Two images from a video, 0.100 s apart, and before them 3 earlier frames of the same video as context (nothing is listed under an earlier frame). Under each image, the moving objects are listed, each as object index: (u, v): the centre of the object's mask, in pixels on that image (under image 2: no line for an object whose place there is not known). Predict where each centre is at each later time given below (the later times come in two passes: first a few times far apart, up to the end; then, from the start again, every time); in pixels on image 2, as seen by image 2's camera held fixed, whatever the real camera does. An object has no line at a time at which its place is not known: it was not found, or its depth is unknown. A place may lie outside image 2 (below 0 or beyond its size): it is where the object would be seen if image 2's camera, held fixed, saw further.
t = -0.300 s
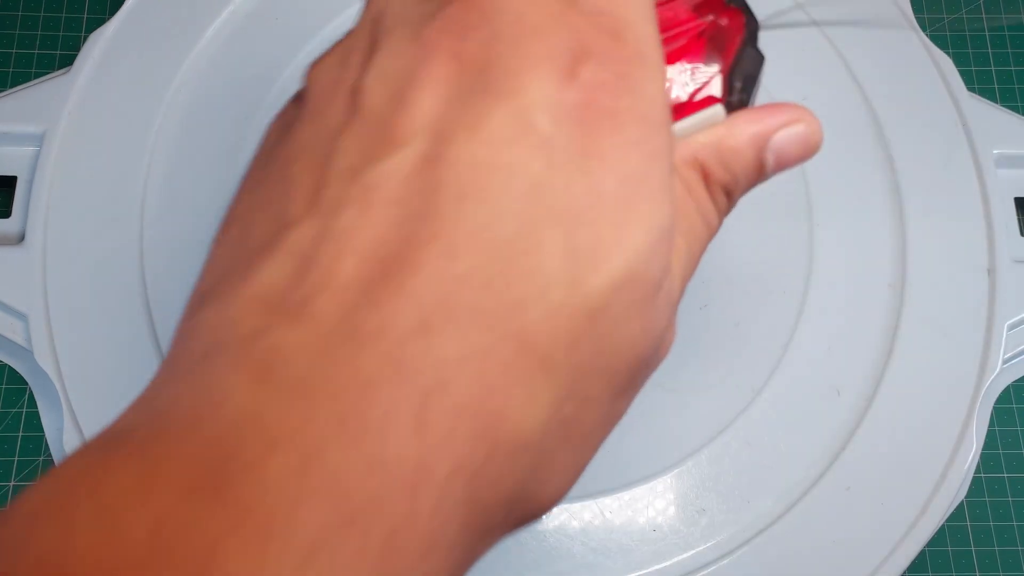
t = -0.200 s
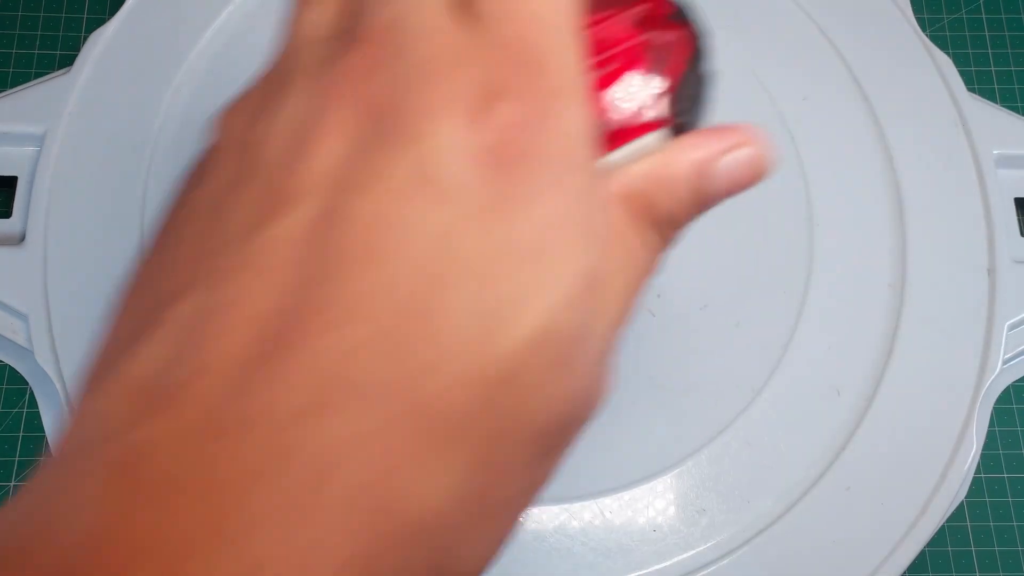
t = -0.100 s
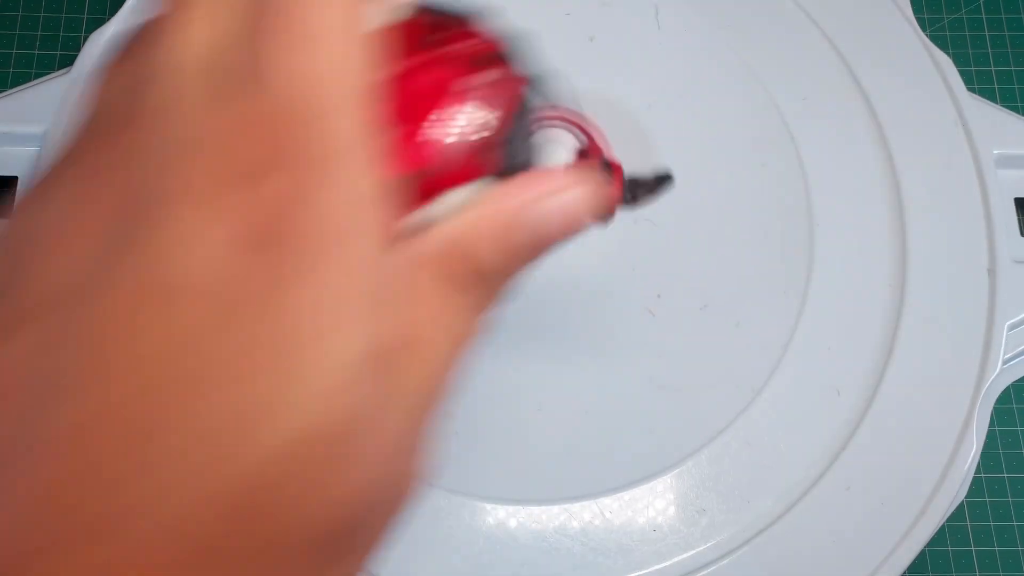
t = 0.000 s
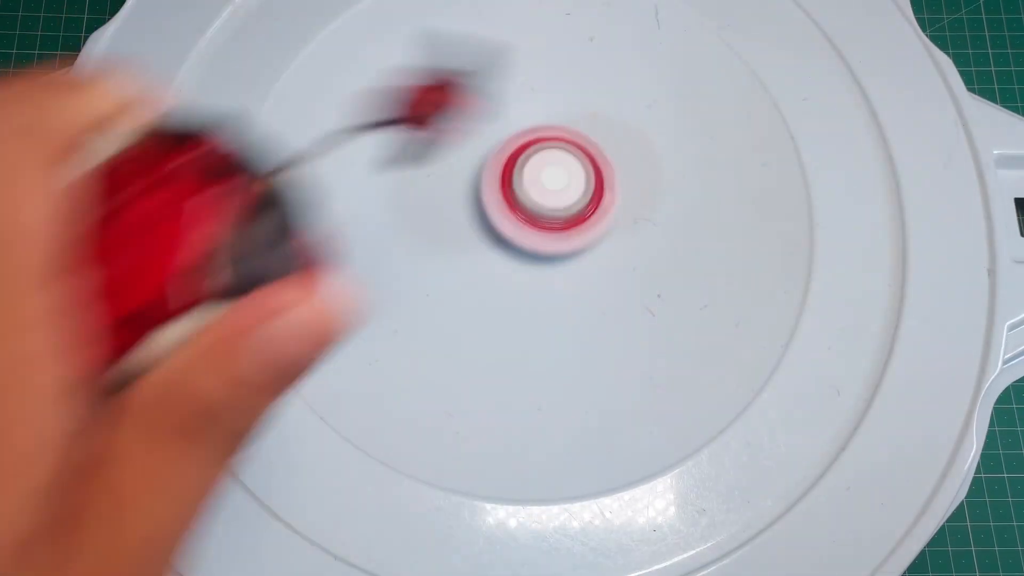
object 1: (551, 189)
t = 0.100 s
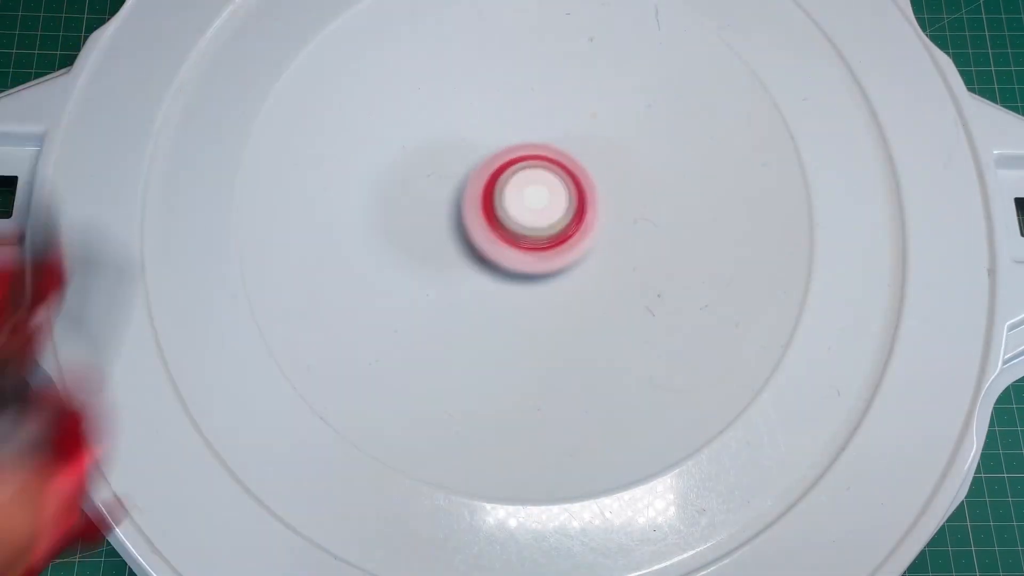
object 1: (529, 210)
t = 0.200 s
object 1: (493, 213)
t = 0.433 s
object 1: (485, 256)
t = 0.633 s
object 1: (571, 200)
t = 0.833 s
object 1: (516, 115)
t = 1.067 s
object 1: (459, 200)
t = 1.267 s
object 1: (557, 233)
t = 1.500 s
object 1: (564, 143)
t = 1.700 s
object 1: (482, 165)
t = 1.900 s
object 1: (491, 236)
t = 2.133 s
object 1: (593, 173)
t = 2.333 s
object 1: (533, 119)
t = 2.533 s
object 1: (457, 199)
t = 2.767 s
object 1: (570, 256)
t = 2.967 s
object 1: (598, 165)
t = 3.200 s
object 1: (485, 132)
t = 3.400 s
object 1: (486, 250)
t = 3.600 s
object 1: (598, 241)
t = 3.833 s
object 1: (558, 134)
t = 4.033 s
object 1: (467, 195)
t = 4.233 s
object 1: (532, 277)
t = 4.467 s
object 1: (590, 190)
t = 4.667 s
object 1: (515, 170)
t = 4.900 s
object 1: (504, 273)
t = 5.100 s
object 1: (582, 227)
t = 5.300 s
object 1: (518, 165)
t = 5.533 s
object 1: (464, 246)
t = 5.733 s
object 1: (558, 241)
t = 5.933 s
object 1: (537, 159)
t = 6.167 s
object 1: (467, 230)
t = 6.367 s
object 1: (531, 229)
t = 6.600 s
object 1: (517, 209)
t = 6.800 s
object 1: (509, 199)
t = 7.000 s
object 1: (516, 195)
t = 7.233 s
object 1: (520, 189)
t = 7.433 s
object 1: (521, 186)
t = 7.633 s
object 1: (523, 184)
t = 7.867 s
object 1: (527, 182)
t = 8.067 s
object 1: (530, 182)
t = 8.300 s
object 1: (535, 184)
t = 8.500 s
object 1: (537, 187)
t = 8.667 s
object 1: (541, 188)
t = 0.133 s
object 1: (519, 212)
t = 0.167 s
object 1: (506, 212)
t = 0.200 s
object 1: (493, 213)
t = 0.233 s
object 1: (481, 214)
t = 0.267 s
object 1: (471, 218)
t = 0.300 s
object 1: (464, 224)
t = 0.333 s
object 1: (463, 232)
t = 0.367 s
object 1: (465, 240)
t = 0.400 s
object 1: (472, 249)
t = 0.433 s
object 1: (485, 256)
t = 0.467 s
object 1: (502, 261)
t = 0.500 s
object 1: (521, 258)
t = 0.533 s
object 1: (540, 250)
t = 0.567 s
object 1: (555, 237)
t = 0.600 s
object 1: (566, 220)
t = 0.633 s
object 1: (571, 200)
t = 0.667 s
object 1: (572, 182)
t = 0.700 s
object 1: (567, 164)
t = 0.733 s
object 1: (558, 147)
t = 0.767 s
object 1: (546, 132)
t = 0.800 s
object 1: (532, 121)
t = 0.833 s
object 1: (516, 115)
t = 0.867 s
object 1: (501, 115)
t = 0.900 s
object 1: (485, 119)
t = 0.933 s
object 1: (473, 129)
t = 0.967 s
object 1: (463, 143)
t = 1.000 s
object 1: (458, 160)
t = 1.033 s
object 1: (457, 181)
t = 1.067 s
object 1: (459, 200)
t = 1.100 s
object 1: (463, 220)
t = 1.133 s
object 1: (472, 237)
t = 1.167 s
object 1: (487, 248)
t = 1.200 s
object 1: (523, 252)
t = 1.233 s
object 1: (541, 245)
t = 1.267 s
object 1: (557, 233)
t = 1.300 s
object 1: (570, 217)
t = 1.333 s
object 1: (578, 199)
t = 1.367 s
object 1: (582, 184)
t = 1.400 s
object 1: (583, 169)
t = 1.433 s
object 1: (580, 156)
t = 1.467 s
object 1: (574, 148)
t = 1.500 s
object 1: (564, 143)
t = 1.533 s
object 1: (567, 136)
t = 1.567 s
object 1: (555, 138)
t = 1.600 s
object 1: (526, 148)
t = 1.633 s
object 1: (512, 153)
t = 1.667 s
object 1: (498, 159)
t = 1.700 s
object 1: (482, 165)
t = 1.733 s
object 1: (469, 174)
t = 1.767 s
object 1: (461, 186)
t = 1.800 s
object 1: (459, 199)
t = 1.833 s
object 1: (463, 213)
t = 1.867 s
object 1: (474, 226)
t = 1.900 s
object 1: (491, 236)
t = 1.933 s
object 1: (509, 240)
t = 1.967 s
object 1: (530, 239)
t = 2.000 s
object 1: (550, 232)
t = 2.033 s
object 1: (567, 221)
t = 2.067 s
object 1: (581, 205)
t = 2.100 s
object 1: (589, 189)
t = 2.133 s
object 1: (593, 173)
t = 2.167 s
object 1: (592, 156)
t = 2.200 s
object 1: (586, 142)
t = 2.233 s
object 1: (577, 130)
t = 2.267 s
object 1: (564, 123)
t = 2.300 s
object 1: (549, 119)
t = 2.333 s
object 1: (533, 119)
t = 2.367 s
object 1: (514, 123)
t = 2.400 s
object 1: (496, 131)
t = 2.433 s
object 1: (479, 143)
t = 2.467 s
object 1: (465, 158)
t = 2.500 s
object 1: (458, 178)
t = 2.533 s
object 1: (457, 199)
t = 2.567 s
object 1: (463, 219)
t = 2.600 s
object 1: (475, 237)
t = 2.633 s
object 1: (492, 250)
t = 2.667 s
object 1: (512, 259)
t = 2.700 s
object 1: (533, 262)
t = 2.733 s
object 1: (553, 261)
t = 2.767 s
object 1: (570, 256)
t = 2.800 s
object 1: (583, 247)
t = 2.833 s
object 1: (594, 235)
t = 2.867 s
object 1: (600, 221)
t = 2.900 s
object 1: (603, 202)
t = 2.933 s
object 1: (603, 183)
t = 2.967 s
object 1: (598, 165)
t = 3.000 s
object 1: (590, 146)
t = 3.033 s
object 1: (579, 131)
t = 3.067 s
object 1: (562, 119)
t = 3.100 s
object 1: (543, 113)
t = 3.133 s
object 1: (522, 114)
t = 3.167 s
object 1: (503, 120)
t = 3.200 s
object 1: (485, 132)
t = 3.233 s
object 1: (472, 148)
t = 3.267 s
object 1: (464, 169)
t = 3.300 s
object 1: (460, 191)
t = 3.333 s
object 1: (463, 213)
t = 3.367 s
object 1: (472, 233)
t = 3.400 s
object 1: (486, 250)
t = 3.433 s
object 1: (502, 262)
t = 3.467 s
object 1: (522, 269)
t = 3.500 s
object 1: (544, 270)
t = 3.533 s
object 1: (565, 265)
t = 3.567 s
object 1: (583, 256)
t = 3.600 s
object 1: (598, 241)
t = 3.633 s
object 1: (608, 224)
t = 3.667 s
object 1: (612, 205)
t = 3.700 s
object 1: (611, 186)
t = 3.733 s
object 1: (604, 169)
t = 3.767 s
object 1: (593, 154)
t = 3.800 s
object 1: (577, 141)
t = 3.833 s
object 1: (558, 134)
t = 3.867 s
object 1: (538, 132)
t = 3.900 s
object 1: (517, 136)
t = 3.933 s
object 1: (499, 146)
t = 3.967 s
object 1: (485, 159)
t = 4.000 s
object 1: (474, 175)
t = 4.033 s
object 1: (467, 195)
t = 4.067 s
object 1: (466, 214)
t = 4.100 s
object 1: (471, 233)
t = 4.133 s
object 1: (480, 251)
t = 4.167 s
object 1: (495, 264)
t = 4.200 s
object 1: (513, 274)
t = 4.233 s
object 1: (532, 277)
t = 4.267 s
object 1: (553, 276)
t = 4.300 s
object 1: (572, 268)
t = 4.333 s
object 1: (585, 255)
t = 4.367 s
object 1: (594, 240)
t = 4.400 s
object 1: (597, 223)
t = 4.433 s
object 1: (596, 205)
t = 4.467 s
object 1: (590, 190)
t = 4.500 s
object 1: (580, 178)
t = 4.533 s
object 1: (566, 170)
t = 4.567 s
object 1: (565, 159)
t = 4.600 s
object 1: (546, 158)
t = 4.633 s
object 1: (530, 162)
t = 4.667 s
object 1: (515, 170)
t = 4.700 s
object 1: (482, 189)
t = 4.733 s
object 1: (473, 203)
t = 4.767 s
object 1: (469, 218)
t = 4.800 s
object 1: (470, 235)
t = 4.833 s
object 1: (477, 251)
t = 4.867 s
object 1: (489, 265)
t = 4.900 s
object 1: (504, 273)
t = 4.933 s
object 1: (522, 278)
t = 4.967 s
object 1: (540, 277)
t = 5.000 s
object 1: (556, 270)
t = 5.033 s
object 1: (568, 259)
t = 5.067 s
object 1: (576, 244)
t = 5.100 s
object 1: (582, 227)
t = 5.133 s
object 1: (582, 211)
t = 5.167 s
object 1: (578, 195)
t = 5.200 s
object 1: (568, 184)
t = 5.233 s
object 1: (553, 173)
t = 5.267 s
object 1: (537, 167)
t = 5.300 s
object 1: (518, 165)
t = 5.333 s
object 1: (501, 167)
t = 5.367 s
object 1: (485, 174)
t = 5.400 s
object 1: (471, 185)
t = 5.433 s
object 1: (461, 198)
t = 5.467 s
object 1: (457, 214)
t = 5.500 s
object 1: (457, 231)
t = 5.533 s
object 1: (464, 246)
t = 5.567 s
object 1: (478, 259)
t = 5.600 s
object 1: (496, 267)
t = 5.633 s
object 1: (515, 268)
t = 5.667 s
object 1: (533, 263)
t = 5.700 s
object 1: (548, 254)
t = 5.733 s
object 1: (558, 241)
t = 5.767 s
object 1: (564, 226)
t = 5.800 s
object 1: (565, 208)
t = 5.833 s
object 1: (560, 192)
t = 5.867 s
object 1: (550, 180)
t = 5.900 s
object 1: (552, 166)
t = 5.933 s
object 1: (537, 159)
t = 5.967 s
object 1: (521, 158)
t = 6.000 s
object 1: (508, 160)
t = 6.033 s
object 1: (475, 175)
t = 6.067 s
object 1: (465, 186)
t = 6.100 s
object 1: (459, 200)
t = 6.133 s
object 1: (460, 216)
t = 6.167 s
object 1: (467, 230)
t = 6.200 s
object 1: (479, 240)
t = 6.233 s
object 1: (494, 245)
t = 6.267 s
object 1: (506, 245)
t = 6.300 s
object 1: (518, 241)
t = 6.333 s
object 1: (526, 236)
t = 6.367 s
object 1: (531, 229)
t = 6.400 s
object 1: (533, 223)
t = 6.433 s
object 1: (533, 217)
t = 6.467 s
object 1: (531, 213)
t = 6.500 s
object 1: (528, 210)
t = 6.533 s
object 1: (525, 209)
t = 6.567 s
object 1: (521, 209)
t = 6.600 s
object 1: (517, 209)
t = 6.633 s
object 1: (513, 209)
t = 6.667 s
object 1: (510, 209)
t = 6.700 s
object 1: (507, 207)
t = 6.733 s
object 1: (506, 202)
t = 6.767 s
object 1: (507, 200)
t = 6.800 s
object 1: (509, 199)
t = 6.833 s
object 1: (511, 199)
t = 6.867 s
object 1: (512, 199)
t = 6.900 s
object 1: (514, 198)
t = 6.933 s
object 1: (515, 198)
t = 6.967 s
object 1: (515, 197)
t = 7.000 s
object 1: (516, 195)
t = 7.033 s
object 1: (517, 194)
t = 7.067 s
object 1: (518, 192)
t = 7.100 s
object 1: (519, 191)
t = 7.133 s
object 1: (519, 191)
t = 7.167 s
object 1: (520, 190)
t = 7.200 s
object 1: (520, 189)
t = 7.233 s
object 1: (520, 189)
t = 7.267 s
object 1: (519, 189)
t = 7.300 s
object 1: (520, 189)
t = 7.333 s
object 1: (521, 188)
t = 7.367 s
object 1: (520, 188)
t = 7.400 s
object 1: (521, 187)
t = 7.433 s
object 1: (521, 186)
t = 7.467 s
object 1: (521, 186)
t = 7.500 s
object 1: (521, 186)
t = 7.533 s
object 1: (522, 185)
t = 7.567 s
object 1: (522, 185)
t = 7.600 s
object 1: (522, 184)
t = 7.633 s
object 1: (523, 184)
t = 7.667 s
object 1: (523, 184)
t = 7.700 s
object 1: (524, 184)
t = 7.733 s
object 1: (524, 184)
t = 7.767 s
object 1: (525, 183)
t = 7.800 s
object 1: (525, 183)
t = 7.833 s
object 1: (526, 183)
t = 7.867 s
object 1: (527, 182)
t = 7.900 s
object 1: (527, 182)
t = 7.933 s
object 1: (528, 182)
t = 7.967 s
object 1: (528, 182)
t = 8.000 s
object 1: (528, 182)
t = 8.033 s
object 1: (529, 182)
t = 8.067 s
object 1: (530, 182)
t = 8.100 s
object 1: (531, 182)
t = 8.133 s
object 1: (532, 183)
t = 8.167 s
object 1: (533, 183)
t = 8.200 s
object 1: (533, 184)
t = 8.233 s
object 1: (534, 184)
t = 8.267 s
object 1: (534, 184)
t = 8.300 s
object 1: (535, 184)
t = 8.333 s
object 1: (535, 185)
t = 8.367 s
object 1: (535, 185)
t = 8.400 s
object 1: (536, 186)
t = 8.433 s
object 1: (536, 186)
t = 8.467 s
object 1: (536, 187)
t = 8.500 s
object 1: (537, 187)
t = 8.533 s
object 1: (537, 188)
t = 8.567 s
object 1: (537, 188)
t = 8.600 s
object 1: (538, 188)
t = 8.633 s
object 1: (542, 187)
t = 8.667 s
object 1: (541, 188)
